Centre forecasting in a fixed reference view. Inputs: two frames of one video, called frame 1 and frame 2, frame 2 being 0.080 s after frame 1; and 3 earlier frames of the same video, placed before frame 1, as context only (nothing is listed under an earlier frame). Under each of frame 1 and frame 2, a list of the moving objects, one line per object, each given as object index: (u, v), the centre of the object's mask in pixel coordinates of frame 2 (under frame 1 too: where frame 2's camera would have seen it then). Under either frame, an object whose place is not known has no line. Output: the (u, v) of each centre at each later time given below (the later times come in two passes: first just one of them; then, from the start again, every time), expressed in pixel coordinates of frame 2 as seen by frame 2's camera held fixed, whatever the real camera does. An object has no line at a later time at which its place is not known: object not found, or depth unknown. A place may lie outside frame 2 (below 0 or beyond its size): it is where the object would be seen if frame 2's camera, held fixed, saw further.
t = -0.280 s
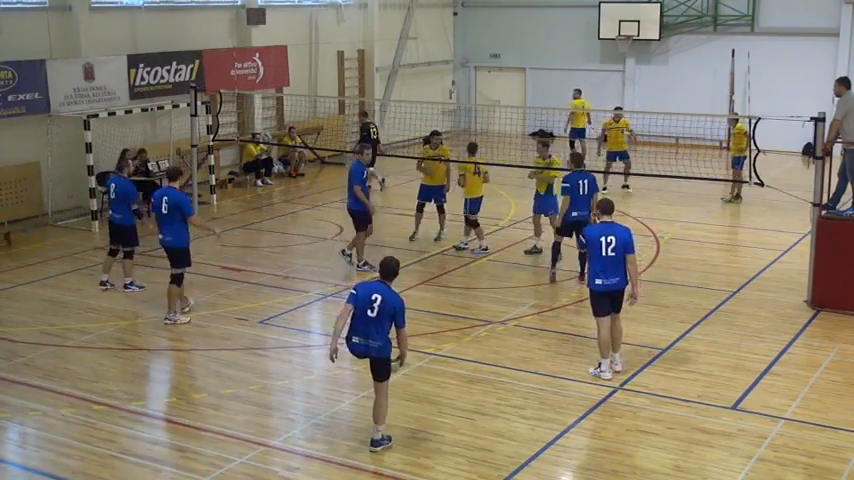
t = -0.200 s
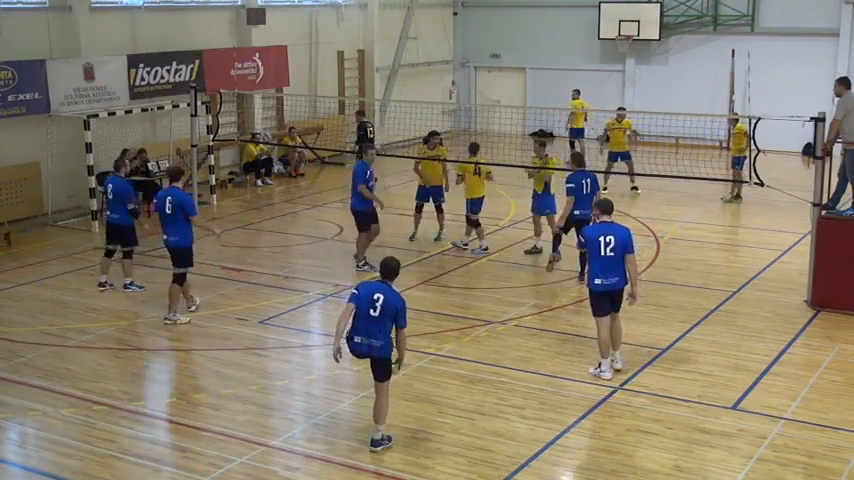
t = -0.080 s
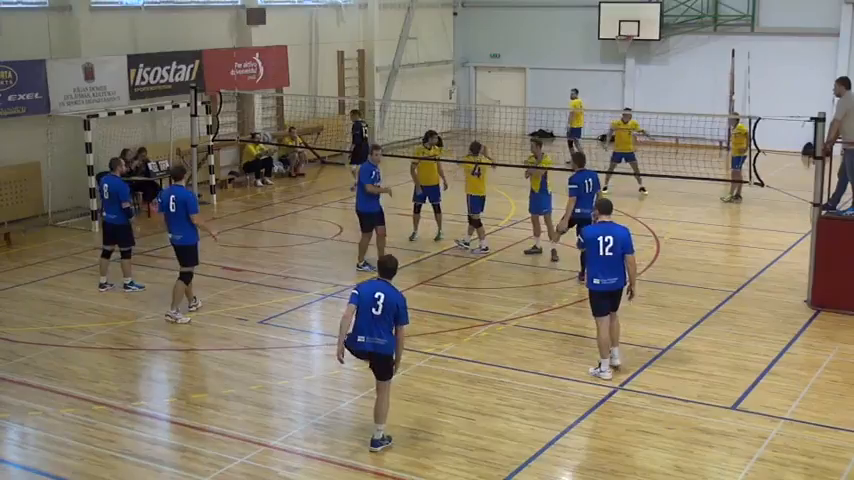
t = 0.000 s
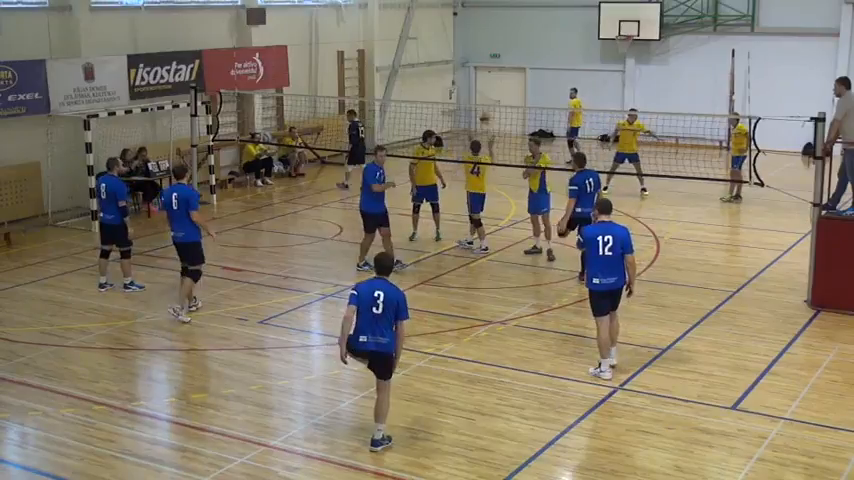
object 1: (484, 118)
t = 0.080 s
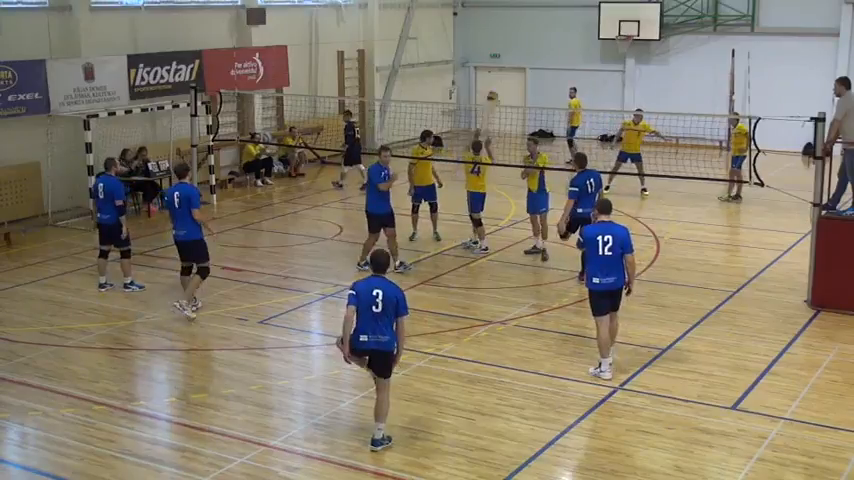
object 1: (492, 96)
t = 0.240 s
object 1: (505, 67)
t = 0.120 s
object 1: (495, 87)
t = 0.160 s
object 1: (498, 79)
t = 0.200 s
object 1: (501, 72)
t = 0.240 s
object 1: (505, 67)
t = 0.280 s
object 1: (508, 62)
